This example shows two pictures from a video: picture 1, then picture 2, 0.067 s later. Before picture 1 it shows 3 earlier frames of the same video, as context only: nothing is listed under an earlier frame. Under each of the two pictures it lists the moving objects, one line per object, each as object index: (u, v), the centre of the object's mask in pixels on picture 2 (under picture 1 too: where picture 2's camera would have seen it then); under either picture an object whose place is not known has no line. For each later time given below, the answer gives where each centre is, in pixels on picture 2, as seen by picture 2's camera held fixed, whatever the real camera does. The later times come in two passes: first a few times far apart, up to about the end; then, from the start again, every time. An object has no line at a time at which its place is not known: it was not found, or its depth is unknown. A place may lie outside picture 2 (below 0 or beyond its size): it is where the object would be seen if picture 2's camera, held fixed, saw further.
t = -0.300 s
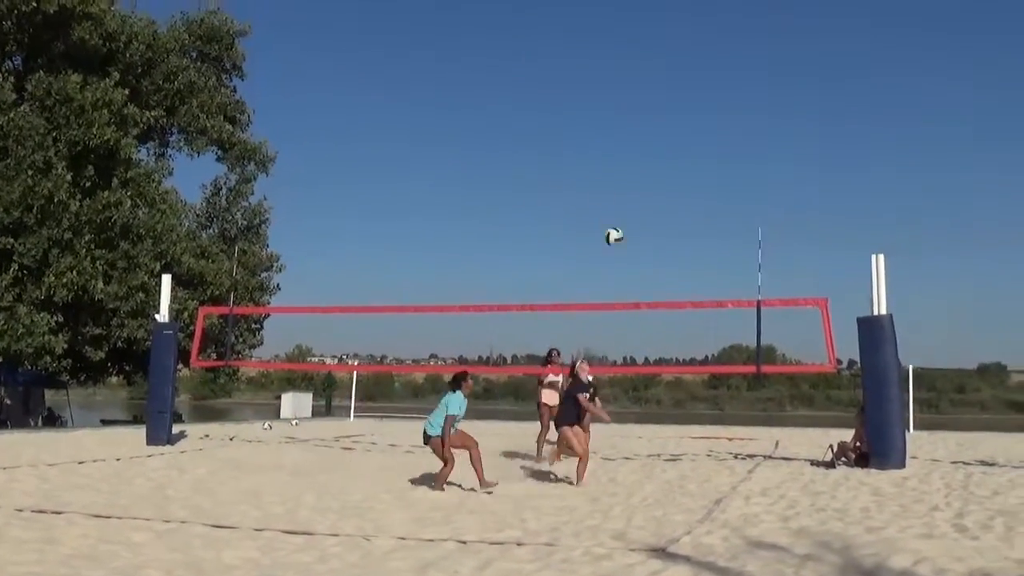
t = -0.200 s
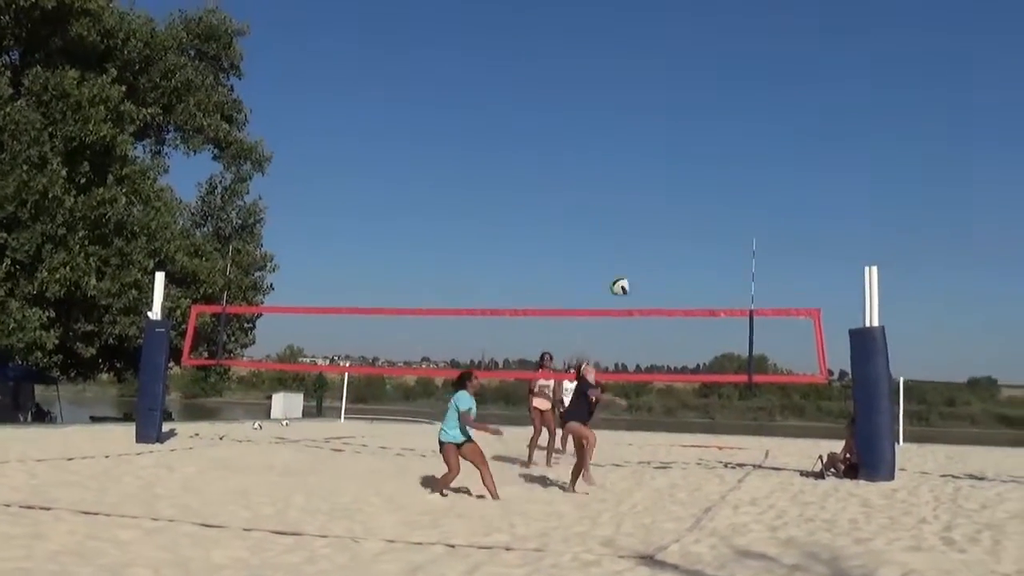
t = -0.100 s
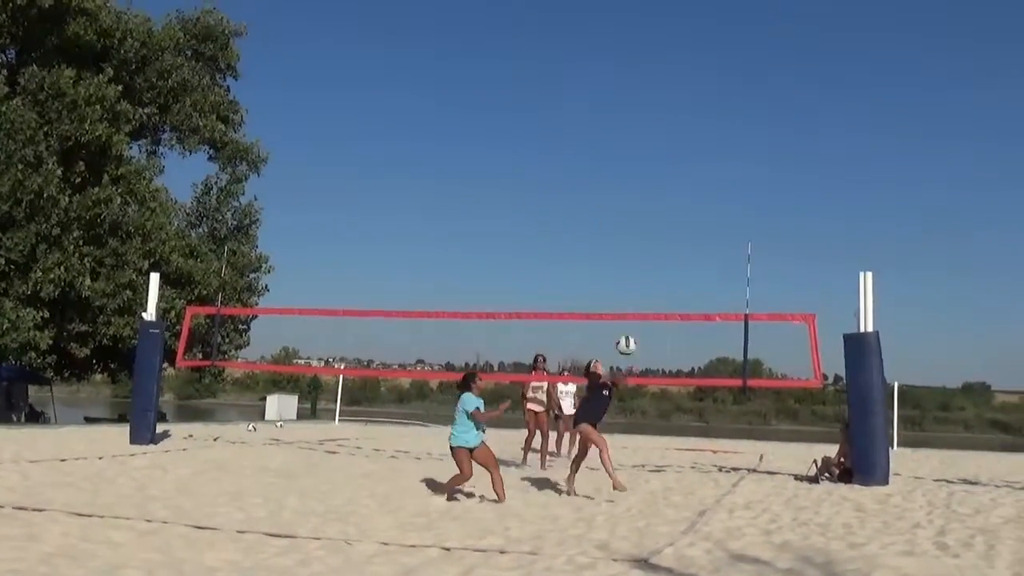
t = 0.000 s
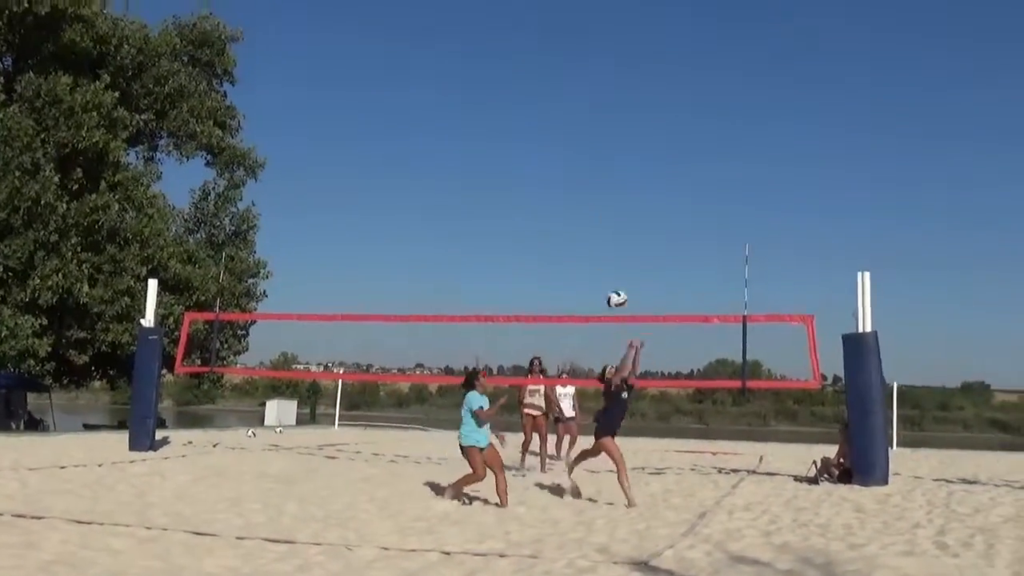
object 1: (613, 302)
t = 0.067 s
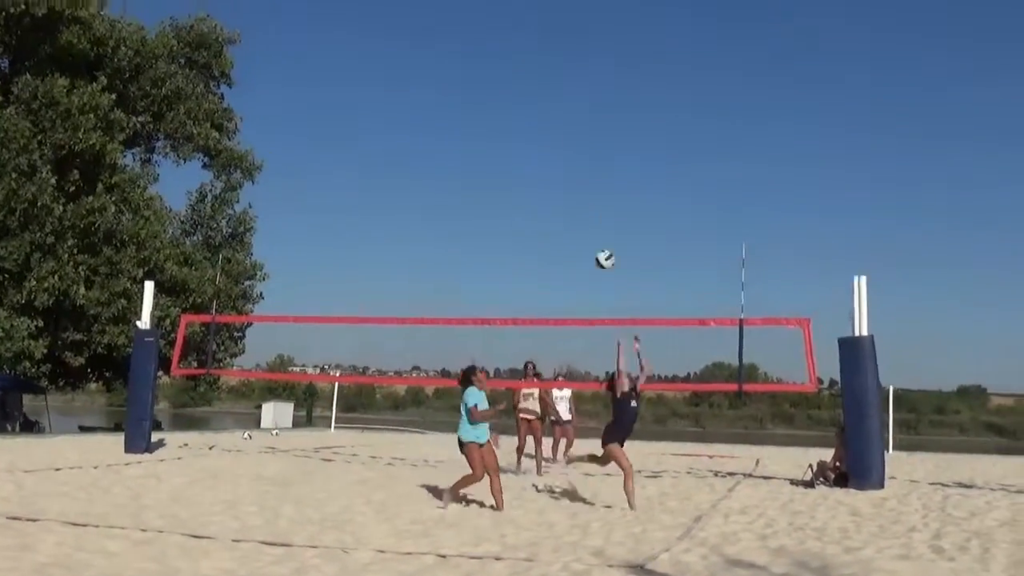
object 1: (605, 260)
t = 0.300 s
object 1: (573, 143)
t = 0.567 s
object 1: (538, 73)
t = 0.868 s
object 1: (495, 72)
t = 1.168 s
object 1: (453, 150)
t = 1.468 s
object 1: (407, 308)
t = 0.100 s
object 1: (601, 239)
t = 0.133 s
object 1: (597, 220)
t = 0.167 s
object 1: (592, 202)
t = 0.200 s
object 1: (588, 186)
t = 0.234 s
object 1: (583, 171)
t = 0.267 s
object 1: (578, 157)
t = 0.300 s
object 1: (573, 143)
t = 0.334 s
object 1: (569, 131)
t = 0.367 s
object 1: (565, 119)
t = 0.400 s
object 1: (561, 109)
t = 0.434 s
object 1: (555, 99)
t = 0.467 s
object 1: (551, 91)
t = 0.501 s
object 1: (547, 84)
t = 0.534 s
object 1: (542, 77)
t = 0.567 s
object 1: (538, 73)
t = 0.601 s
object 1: (534, 69)
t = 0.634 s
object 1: (529, 65)
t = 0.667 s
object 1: (524, 64)
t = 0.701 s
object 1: (519, 63)
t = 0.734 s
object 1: (515, 63)
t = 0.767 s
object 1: (510, 64)
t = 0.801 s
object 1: (506, 66)
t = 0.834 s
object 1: (501, 68)
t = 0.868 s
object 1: (495, 72)
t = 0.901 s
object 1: (491, 77)
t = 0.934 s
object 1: (486, 83)
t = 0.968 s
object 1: (481, 89)
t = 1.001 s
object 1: (477, 97)
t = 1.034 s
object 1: (472, 106)
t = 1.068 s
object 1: (467, 115)
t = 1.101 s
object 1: (462, 126)
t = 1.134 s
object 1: (458, 138)
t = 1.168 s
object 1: (453, 150)
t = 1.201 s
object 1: (447, 165)
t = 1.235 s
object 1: (442, 179)
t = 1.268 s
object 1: (437, 194)
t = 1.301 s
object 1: (432, 211)
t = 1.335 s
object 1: (427, 229)
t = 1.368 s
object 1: (422, 247)
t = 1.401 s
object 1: (417, 266)
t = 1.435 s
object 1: (412, 287)
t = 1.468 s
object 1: (407, 308)
